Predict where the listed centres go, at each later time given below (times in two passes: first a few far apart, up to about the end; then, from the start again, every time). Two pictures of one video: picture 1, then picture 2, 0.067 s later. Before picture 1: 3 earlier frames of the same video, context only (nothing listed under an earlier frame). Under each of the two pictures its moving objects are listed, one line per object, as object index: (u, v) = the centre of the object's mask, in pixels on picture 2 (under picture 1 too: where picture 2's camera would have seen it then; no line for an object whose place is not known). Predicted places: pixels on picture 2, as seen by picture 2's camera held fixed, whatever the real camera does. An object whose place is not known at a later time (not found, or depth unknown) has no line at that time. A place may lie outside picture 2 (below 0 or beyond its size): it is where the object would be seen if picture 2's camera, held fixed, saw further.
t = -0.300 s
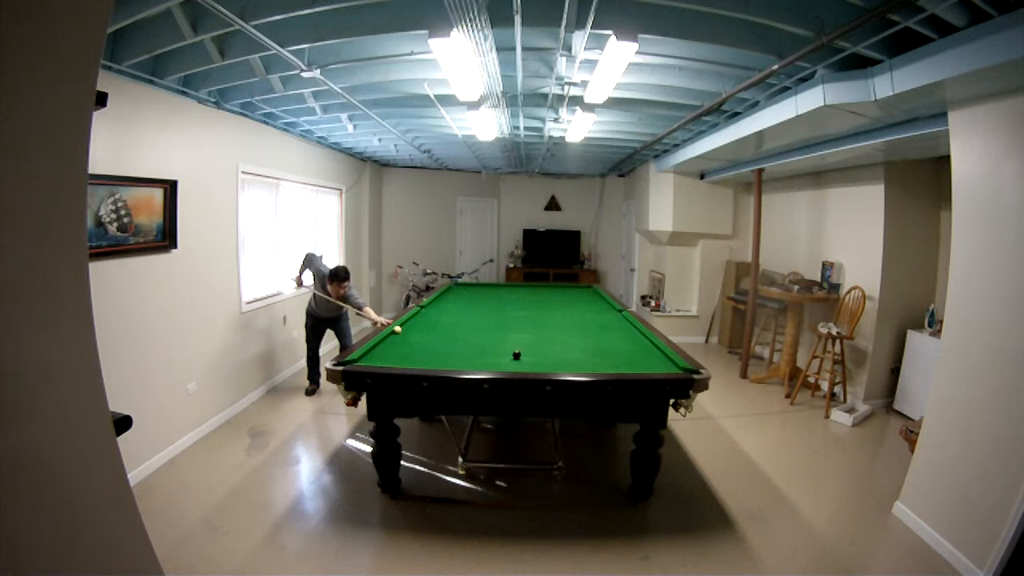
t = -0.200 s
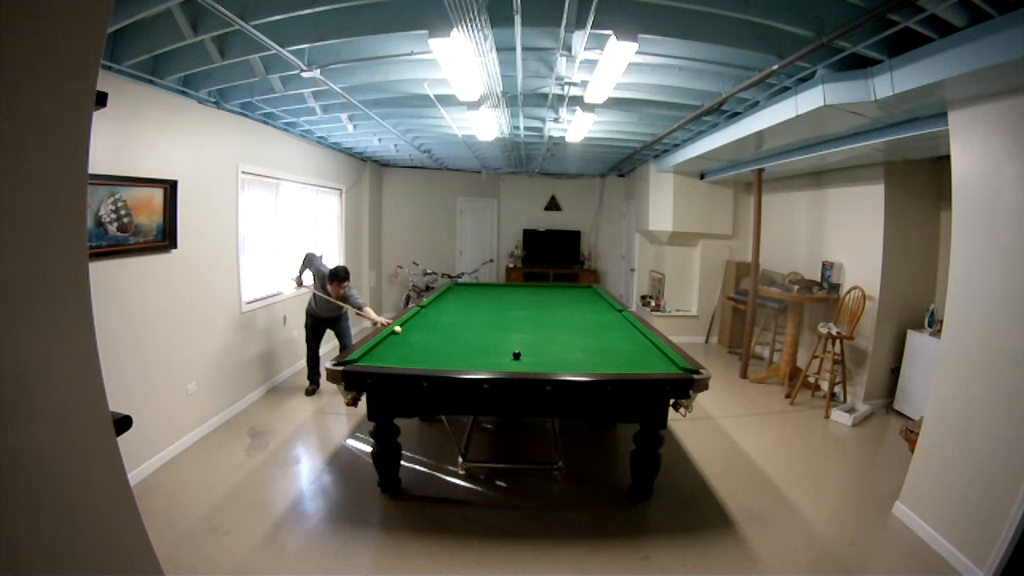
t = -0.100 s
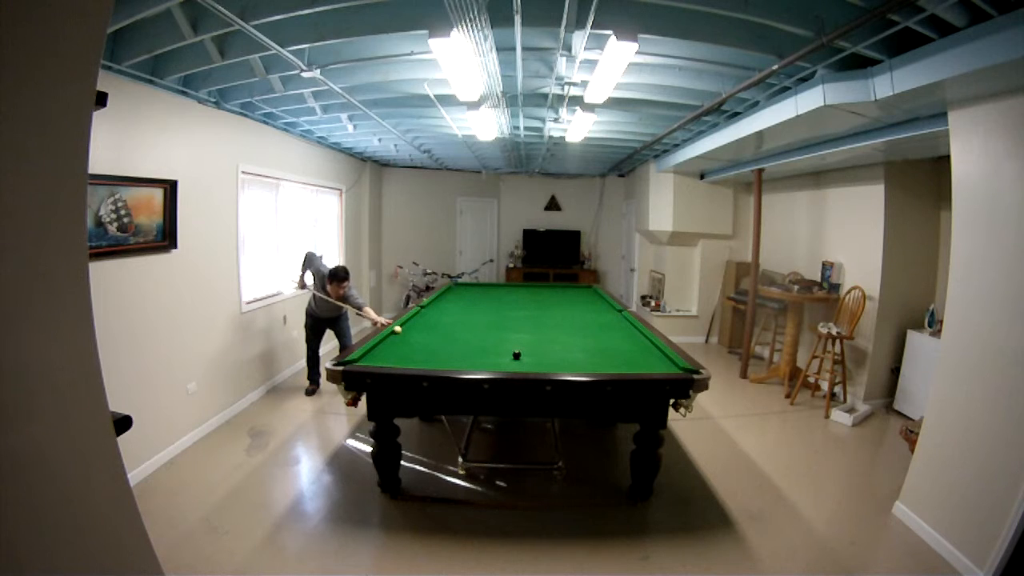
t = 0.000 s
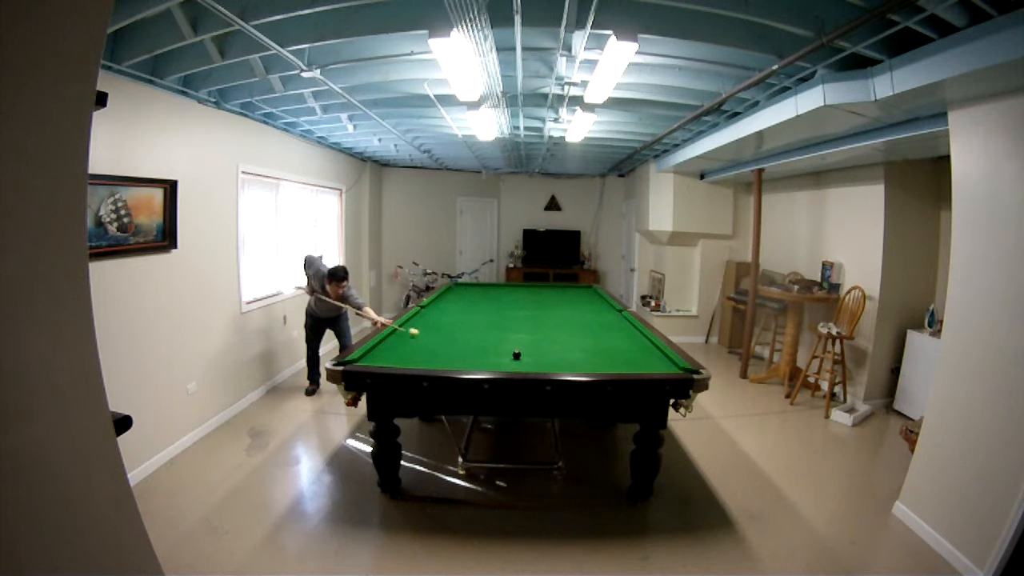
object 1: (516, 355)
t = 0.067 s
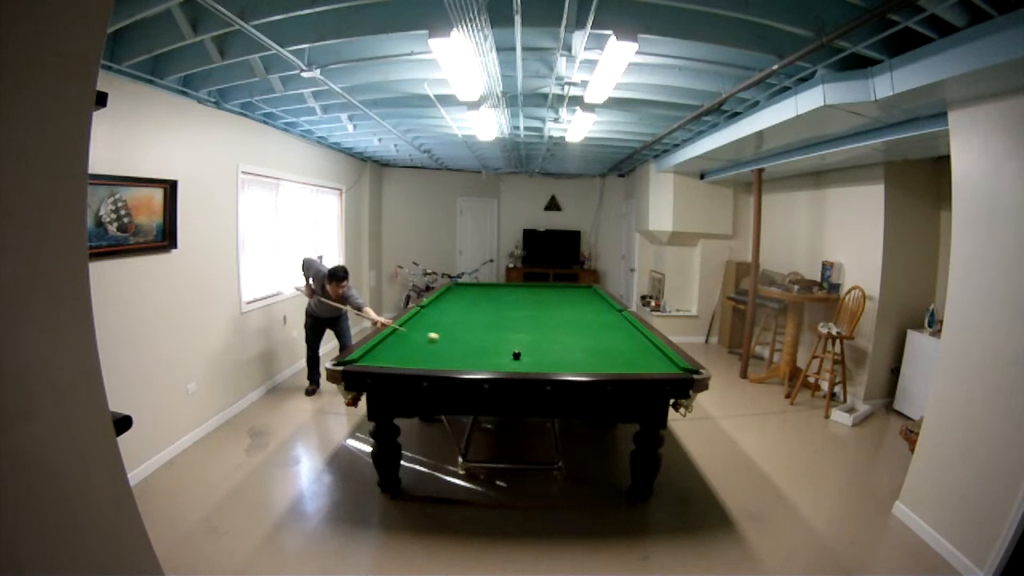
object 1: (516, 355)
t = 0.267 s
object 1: (516, 355)
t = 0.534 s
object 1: (612, 364)
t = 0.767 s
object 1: (678, 367)
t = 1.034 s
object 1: (661, 362)
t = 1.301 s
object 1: (647, 352)
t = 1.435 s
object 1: (641, 348)
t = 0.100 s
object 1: (516, 355)
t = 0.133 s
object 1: (516, 354)
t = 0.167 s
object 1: (516, 355)
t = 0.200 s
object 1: (516, 355)
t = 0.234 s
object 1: (516, 354)
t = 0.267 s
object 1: (516, 355)
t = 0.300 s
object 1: (522, 355)
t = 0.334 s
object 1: (536, 357)
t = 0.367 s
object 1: (549, 358)
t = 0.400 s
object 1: (563, 360)
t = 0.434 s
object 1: (576, 362)
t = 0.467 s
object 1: (588, 362)
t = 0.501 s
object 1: (601, 363)
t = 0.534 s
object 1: (612, 364)
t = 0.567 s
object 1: (623, 364)
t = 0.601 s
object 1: (633, 365)
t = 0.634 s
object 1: (644, 365)
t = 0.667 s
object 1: (653, 366)
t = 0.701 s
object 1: (663, 366)
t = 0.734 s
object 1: (673, 367)
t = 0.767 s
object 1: (678, 367)
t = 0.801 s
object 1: (676, 369)
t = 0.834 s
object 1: (674, 368)
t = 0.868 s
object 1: (671, 367)
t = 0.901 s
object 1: (669, 366)
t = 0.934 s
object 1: (667, 365)
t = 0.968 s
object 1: (665, 364)
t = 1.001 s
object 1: (663, 364)
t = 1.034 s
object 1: (661, 362)
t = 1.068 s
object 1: (659, 361)
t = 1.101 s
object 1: (657, 359)
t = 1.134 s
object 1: (655, 358)
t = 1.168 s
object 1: (654, 357)
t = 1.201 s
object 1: (652, 356)
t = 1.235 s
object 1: (650, 354)
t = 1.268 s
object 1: (649, 353)
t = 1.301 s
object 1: (647, 352)
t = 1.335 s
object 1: (646, 351)
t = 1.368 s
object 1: (644, 350)
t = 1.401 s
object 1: (643, 349)
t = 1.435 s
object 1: (641, 348)
